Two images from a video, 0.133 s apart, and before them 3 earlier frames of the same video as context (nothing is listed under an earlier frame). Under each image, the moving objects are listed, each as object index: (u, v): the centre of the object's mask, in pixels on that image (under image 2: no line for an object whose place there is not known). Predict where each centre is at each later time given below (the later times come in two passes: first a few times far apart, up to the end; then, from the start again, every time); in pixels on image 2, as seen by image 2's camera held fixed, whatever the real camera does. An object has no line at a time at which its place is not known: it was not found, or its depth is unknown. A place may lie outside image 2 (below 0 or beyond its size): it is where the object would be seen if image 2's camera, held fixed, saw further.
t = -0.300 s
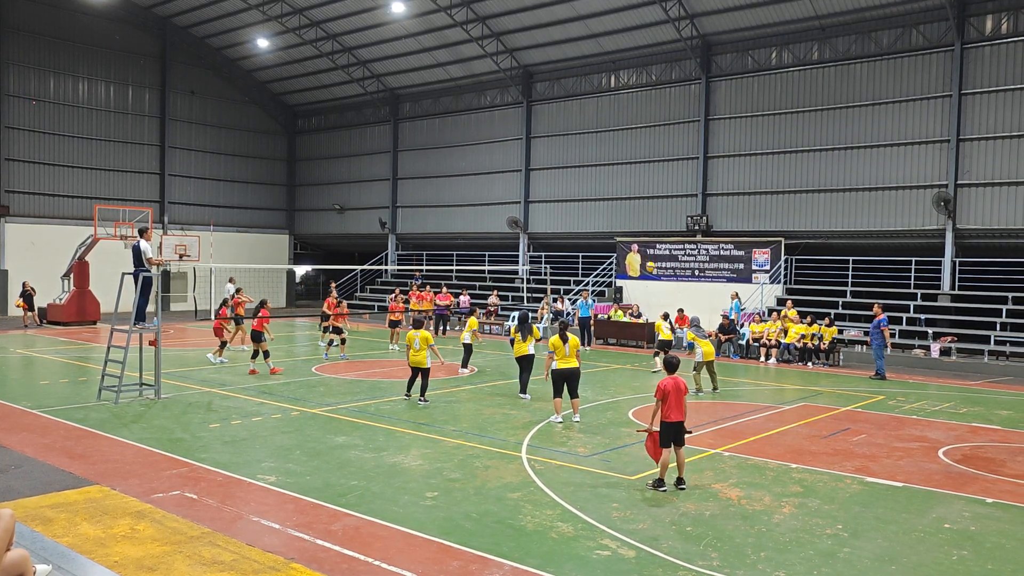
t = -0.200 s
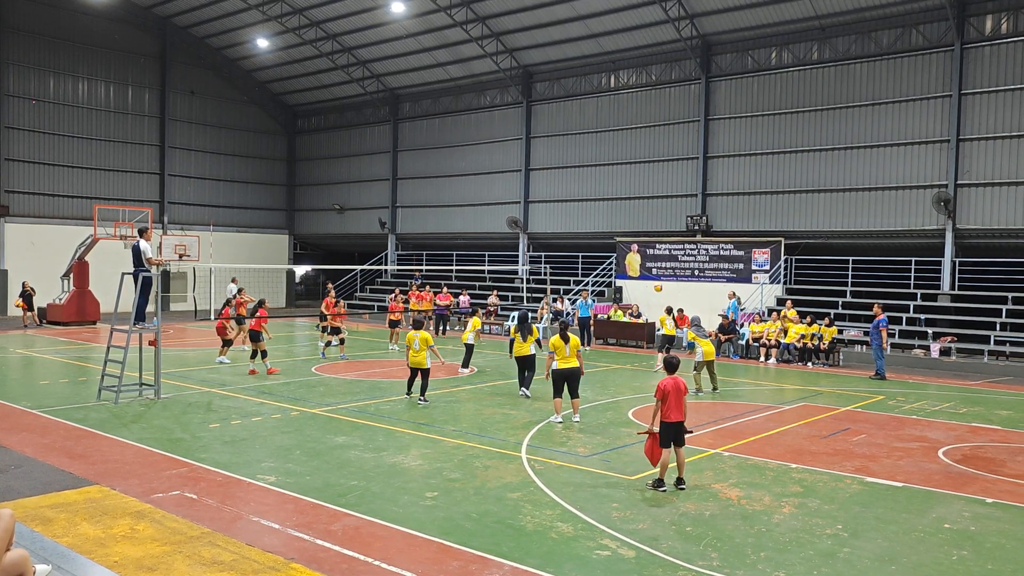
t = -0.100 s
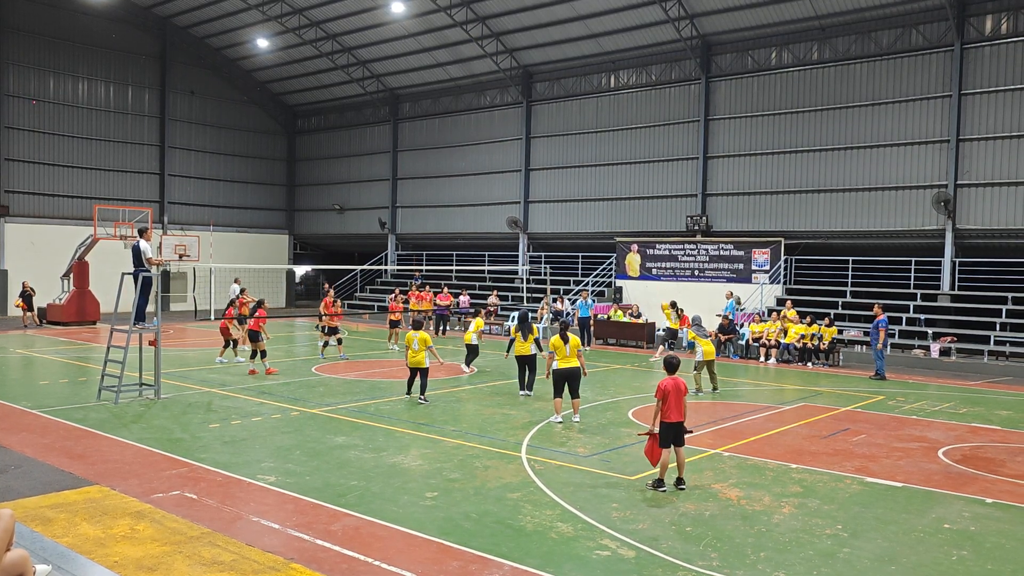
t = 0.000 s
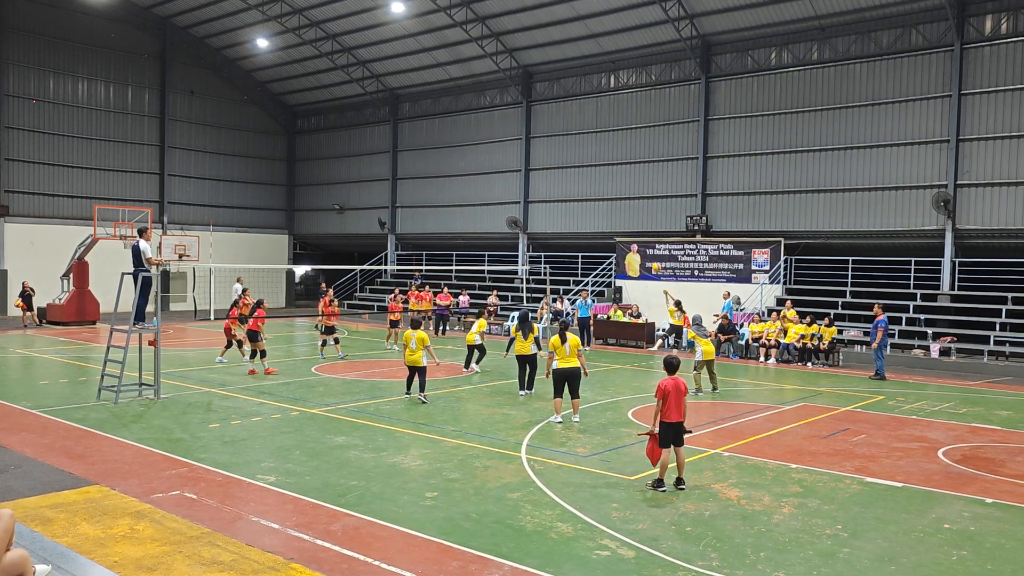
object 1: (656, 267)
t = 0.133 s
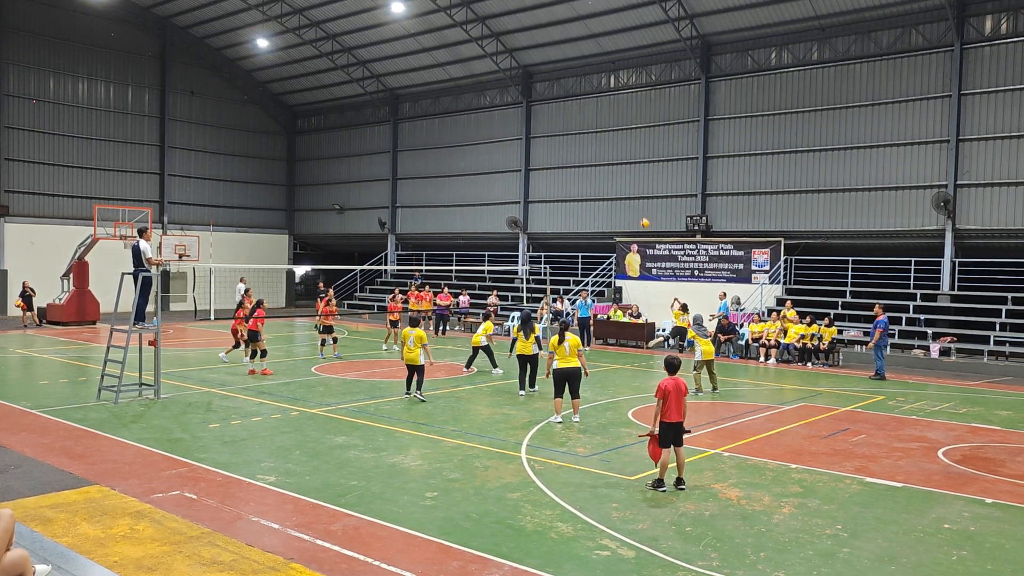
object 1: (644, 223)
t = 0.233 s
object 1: (636, 196)
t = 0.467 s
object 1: (614, 151)
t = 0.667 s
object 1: (596, 132)
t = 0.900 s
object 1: (575, 130)
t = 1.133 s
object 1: (554, 151)
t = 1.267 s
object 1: (543, 172)
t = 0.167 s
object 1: (641, 213)
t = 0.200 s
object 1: (639, 204)
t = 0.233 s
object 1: (636, 196)
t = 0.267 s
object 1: (633, 187)
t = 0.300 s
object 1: (630, 180)
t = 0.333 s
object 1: (627, 174)
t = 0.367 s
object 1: (623, 167)
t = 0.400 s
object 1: (620, 161)
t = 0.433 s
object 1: (617, 156)
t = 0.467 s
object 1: (614, 151)
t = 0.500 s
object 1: (611, 146)
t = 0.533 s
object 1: (608, 143)
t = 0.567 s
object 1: (605, 139)
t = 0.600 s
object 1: (602, 136)
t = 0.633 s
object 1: (599, 134)
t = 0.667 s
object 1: (596, 132)
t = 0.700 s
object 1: (593, 130)
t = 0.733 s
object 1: (590, 129)
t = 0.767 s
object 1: (587, 129)
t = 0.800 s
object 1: (584, 128)
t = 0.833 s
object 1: (581, 129)
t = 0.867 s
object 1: (578, 129)
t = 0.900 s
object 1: (575, 130)
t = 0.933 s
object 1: (572, 132)
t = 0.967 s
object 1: (569, 134)
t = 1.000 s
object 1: (566, 137)
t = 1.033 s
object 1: (563, 139)
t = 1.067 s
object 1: (560, 143)
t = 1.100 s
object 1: (557, 147)
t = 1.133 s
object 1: (554, 151)
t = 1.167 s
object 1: (551, 155)
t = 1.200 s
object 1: (548, 160)
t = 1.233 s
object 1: (546, 166)
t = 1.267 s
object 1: (543, 172)
